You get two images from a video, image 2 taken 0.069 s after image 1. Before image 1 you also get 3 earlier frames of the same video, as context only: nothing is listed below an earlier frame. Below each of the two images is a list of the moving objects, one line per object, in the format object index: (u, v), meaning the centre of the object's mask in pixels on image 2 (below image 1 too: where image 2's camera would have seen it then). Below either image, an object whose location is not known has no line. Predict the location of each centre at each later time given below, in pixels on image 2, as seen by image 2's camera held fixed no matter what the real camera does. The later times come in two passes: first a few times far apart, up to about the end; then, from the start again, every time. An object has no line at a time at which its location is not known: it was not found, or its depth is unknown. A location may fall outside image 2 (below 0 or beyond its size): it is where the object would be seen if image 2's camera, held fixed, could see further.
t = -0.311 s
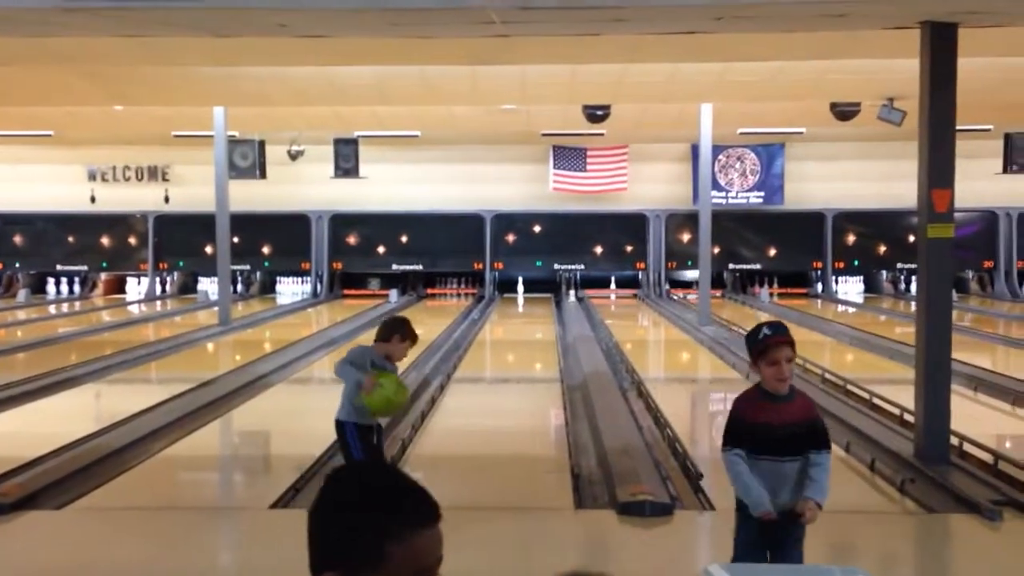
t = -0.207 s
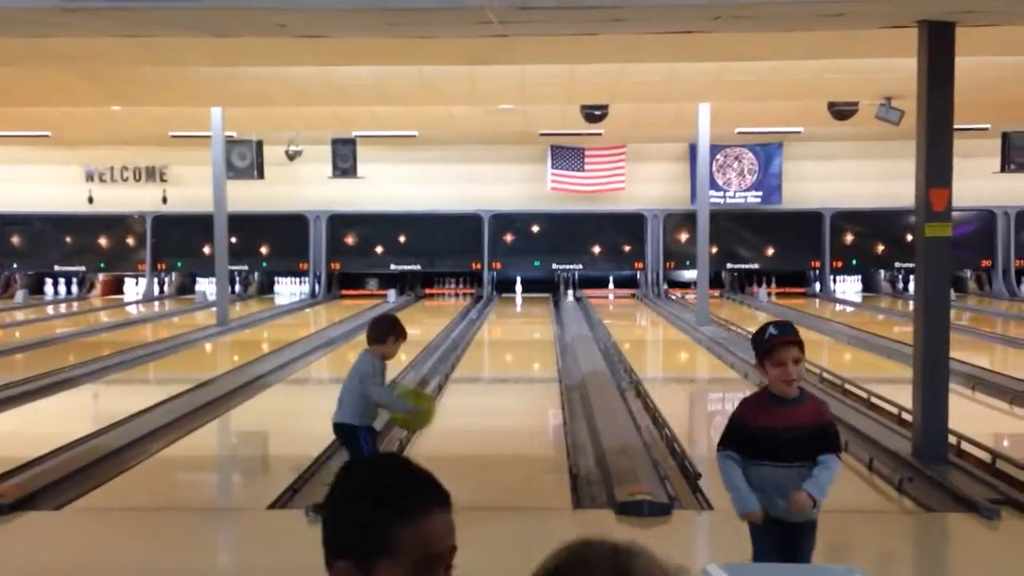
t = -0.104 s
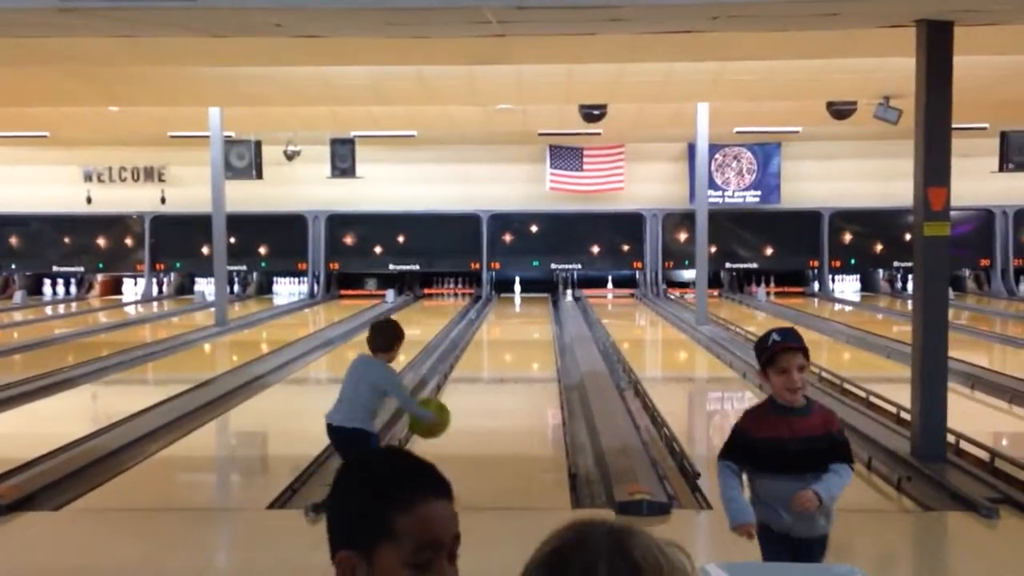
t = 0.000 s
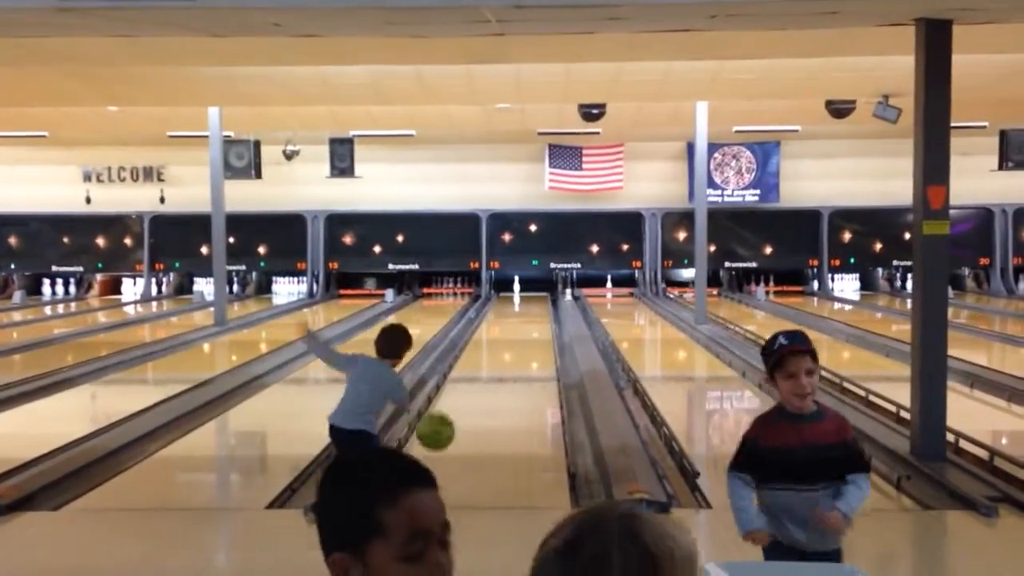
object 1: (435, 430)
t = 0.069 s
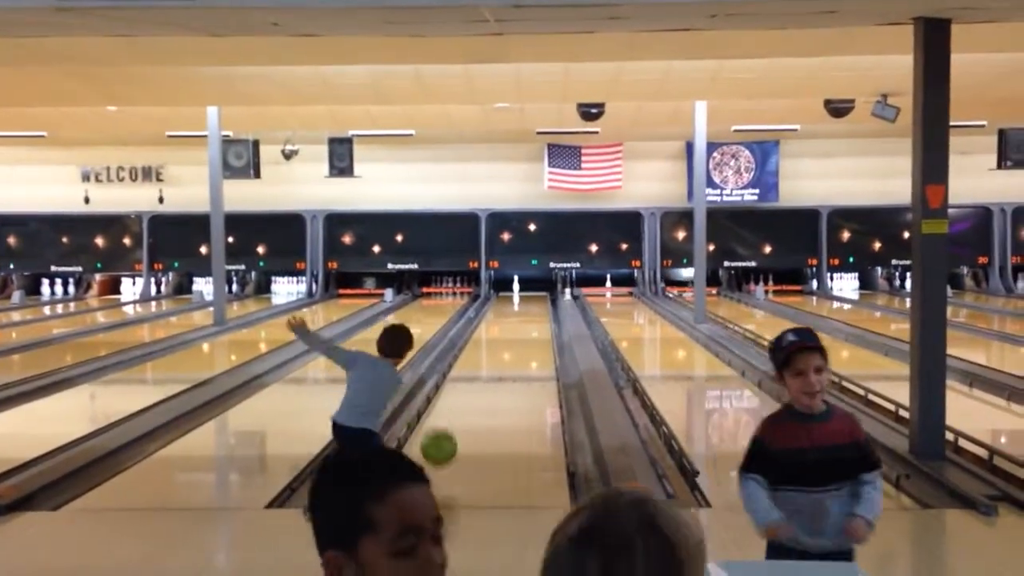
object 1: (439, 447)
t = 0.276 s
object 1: (448, 437)
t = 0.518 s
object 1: (457, 416)
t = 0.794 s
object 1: (466, 393)
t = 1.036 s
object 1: (472, 380)
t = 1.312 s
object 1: (478, 368)
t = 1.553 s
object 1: (482, 359)
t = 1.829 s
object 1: (491, 351)
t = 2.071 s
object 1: (491, 341)
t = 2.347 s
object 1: (494, 335)
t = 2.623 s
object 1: (497, 328)
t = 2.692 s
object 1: (497, 327)
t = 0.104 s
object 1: (441, 455)
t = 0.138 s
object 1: (442, 449)
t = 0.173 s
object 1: (443, 443)
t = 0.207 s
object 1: (445, 439)
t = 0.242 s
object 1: (446, 437)
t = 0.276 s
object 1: (448, 437)
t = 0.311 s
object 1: (449, 435)
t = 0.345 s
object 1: (451, 431)
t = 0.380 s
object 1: (452, 428)
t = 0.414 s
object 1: (453, 425)
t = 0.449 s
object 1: (454, 422)
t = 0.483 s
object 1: (455, 419)
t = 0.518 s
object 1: (457, 416)
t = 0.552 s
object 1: (458, 413)
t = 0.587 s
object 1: (459, 411)
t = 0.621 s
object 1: (460, 408)
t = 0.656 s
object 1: (461, 406)
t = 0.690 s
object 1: (462, 403)
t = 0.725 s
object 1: (463, 401)
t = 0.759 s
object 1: (464, 399)
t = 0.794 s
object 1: (466, 393)
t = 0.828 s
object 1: (466, 392)
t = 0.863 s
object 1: (468, 389)
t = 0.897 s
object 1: (469, 387)
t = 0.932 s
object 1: (469, 386)
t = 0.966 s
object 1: (470, 384)
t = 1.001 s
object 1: (471, 382)
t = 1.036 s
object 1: (472, 380)
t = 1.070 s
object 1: (472, 379)
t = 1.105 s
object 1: (473, 377)
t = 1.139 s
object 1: (474, 375)
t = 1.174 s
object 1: (475, 374)
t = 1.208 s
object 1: (475, 372)
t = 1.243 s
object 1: (476, 371)
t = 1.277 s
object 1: (477, 369)
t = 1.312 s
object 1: (478, 368)
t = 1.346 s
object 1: (478, 366)
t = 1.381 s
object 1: (478, 366)
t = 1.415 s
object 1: (479, 364)
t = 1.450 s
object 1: (480, 364)
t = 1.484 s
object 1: (481, 362)
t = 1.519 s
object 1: (481, 361)
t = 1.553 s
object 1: (482, 359)
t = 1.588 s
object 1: (482, 359)
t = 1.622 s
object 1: (484, 358)
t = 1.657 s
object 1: (485, 357)
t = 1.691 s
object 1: (486, 357)
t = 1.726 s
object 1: (487, 355)
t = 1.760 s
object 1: (489, 353)
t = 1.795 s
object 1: (490, 352)
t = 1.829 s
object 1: (491, 351)
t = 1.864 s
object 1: (491, 350)
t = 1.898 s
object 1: (491, 348)
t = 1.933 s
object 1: (491, 347)
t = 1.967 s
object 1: (490, 345)
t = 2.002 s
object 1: (490, 344)
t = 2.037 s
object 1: (490, 342)
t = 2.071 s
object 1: (491, 341)
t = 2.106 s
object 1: (490, 341)
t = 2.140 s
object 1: (490, 340)
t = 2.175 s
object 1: (490, 340)
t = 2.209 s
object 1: (491, 339)
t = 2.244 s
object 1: (492, 338)
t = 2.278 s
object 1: (493, 336)
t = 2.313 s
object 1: (494, 336)
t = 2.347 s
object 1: (494, 335)
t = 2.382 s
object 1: (494, 335)
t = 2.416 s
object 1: (494, 334)
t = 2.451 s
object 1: (494, 333)
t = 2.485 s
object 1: (495, 333)
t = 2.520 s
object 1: (495, 332)
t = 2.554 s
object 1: (495, 331)
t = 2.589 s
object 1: (496, 330)
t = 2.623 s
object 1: (497, 328)
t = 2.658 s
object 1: (497, 328)
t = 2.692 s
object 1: (497, 327)
